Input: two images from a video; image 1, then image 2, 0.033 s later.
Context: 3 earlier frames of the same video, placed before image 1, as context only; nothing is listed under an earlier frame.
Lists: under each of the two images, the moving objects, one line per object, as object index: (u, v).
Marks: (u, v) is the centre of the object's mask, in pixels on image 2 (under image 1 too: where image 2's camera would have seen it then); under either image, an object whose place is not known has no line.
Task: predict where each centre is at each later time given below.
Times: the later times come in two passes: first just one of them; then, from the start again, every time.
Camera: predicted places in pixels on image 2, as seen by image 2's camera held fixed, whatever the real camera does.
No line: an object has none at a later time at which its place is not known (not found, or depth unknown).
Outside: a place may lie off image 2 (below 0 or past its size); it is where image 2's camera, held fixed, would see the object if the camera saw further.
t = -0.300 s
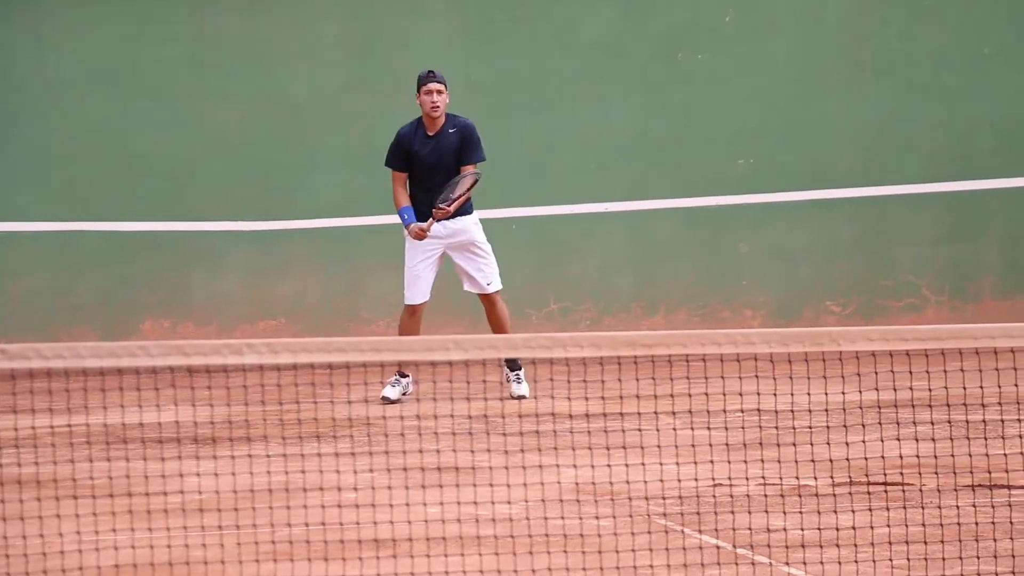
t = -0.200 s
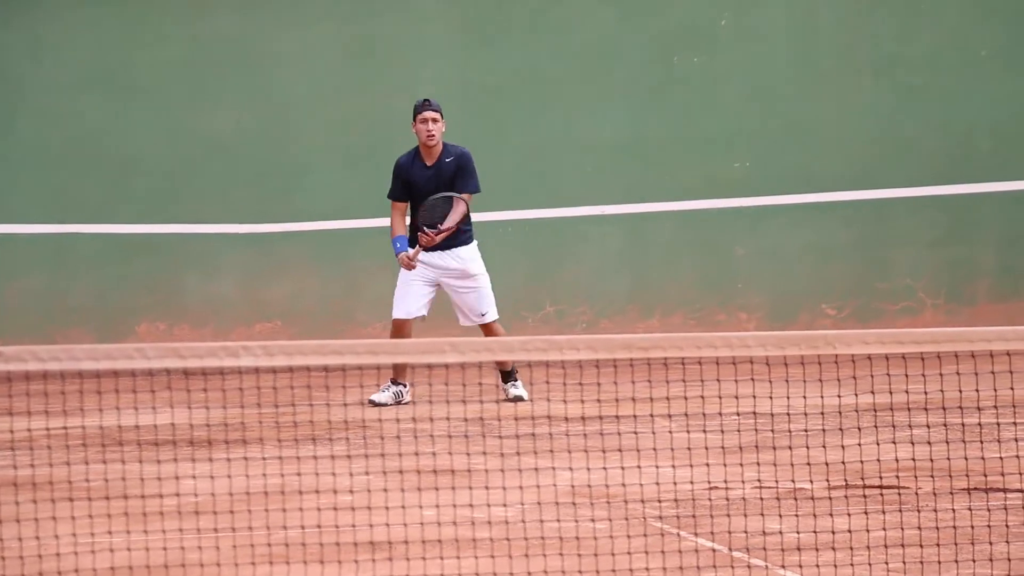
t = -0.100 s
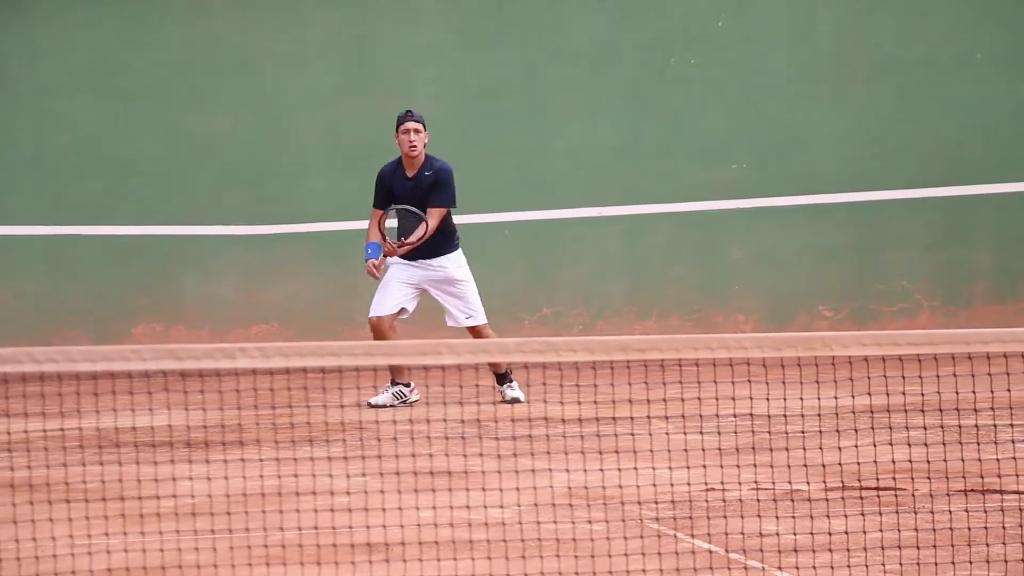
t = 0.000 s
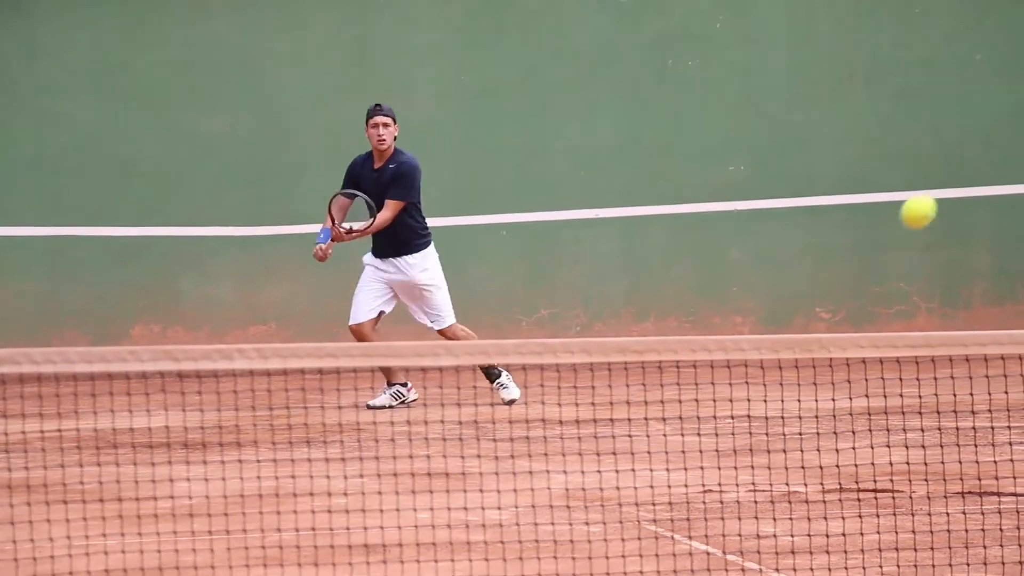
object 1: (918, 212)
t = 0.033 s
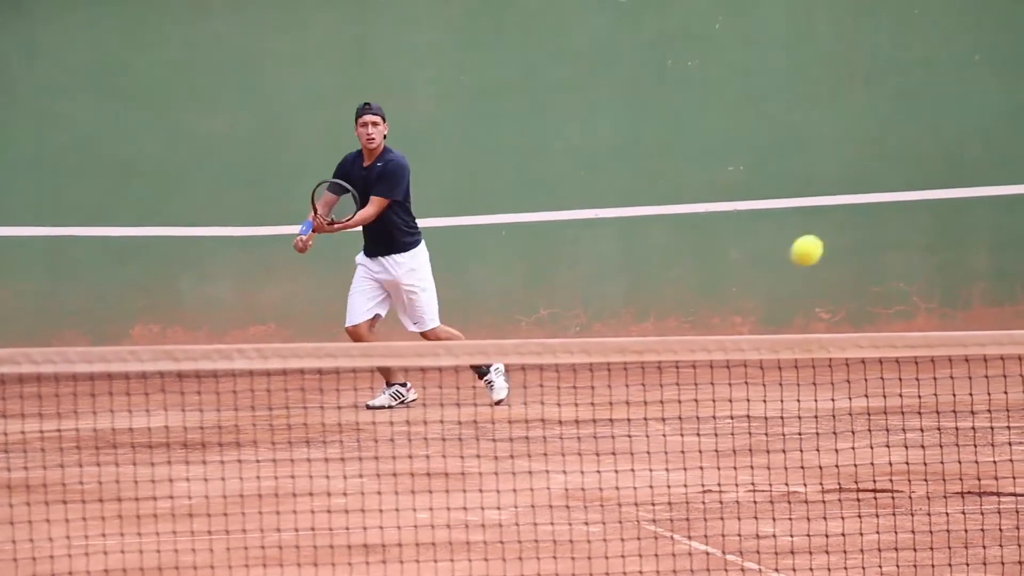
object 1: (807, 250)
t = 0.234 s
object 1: (383, 491)
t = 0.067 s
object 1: (712, 289)
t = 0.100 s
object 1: (629, 326)
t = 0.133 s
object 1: (556, 371)
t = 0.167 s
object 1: (492, 409)
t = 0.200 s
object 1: (435, 449)
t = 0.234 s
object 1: (383, 491)
